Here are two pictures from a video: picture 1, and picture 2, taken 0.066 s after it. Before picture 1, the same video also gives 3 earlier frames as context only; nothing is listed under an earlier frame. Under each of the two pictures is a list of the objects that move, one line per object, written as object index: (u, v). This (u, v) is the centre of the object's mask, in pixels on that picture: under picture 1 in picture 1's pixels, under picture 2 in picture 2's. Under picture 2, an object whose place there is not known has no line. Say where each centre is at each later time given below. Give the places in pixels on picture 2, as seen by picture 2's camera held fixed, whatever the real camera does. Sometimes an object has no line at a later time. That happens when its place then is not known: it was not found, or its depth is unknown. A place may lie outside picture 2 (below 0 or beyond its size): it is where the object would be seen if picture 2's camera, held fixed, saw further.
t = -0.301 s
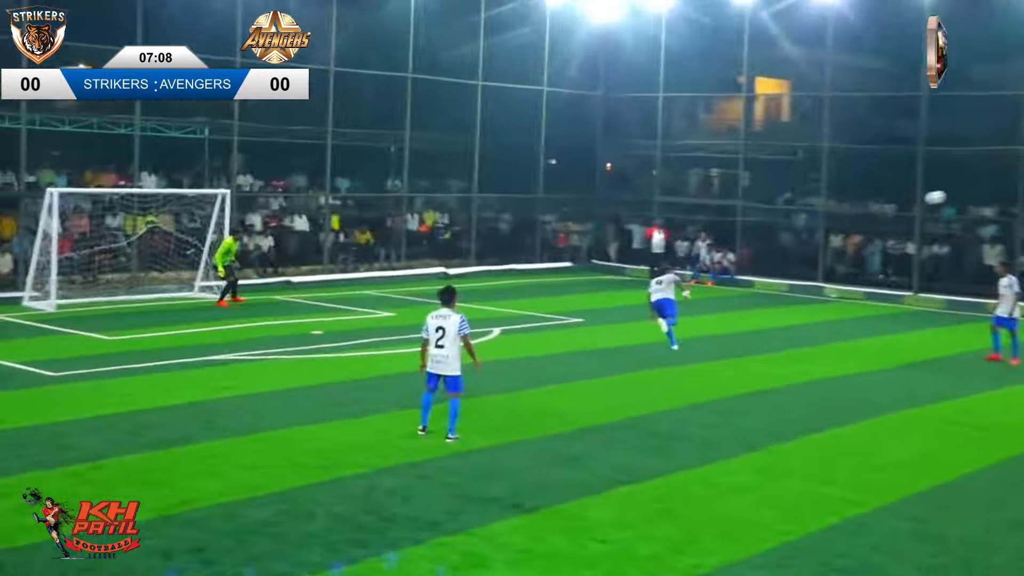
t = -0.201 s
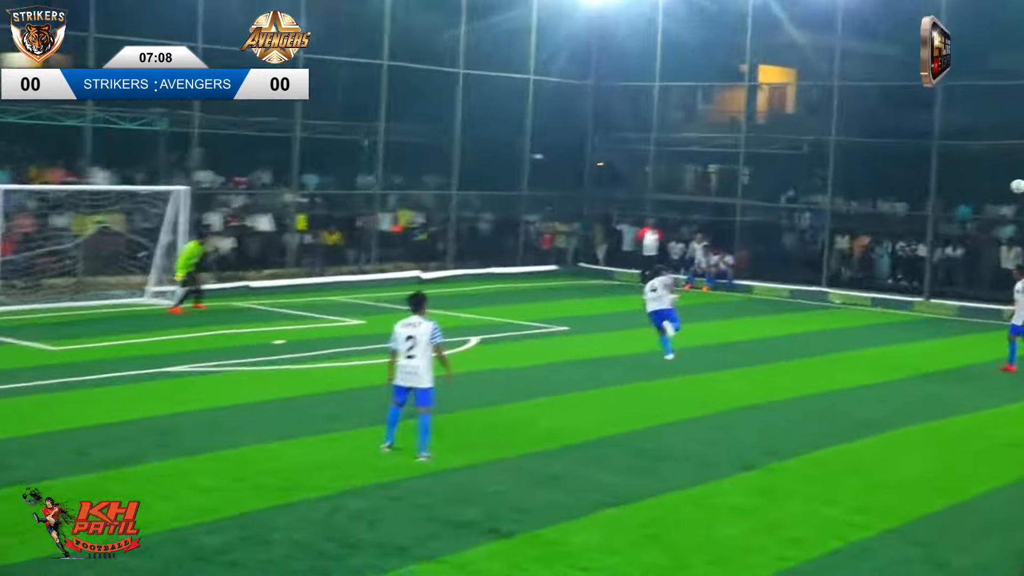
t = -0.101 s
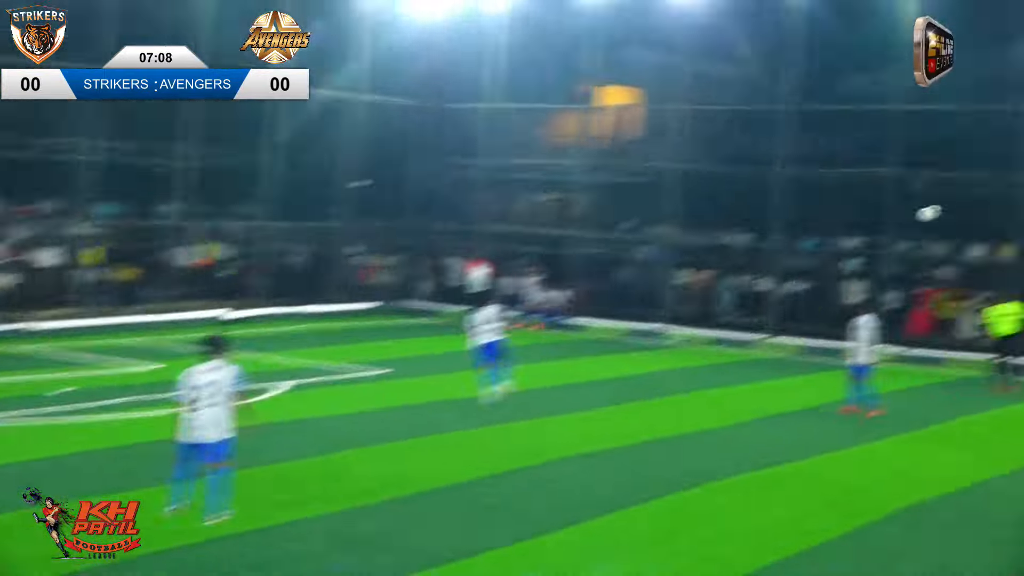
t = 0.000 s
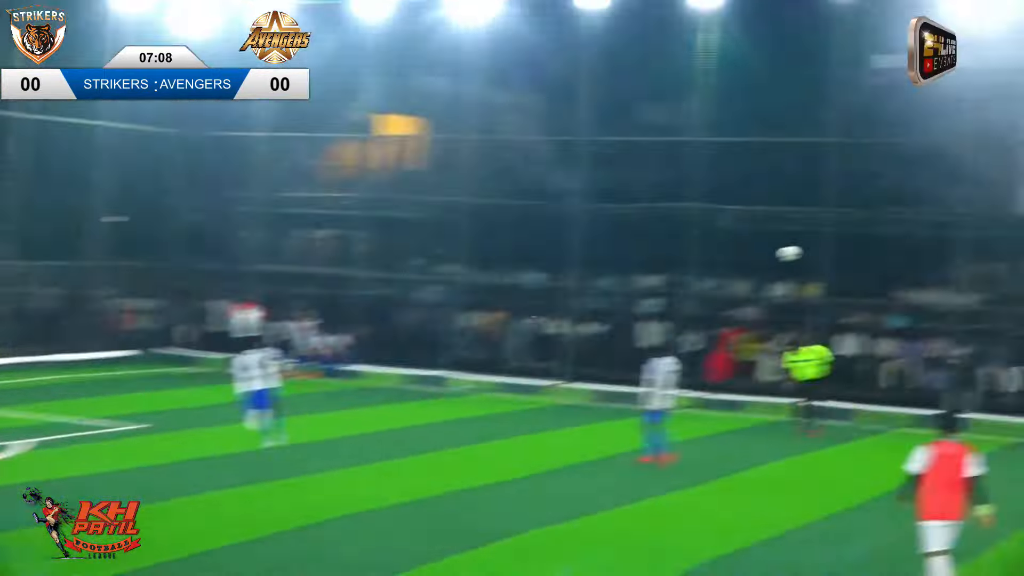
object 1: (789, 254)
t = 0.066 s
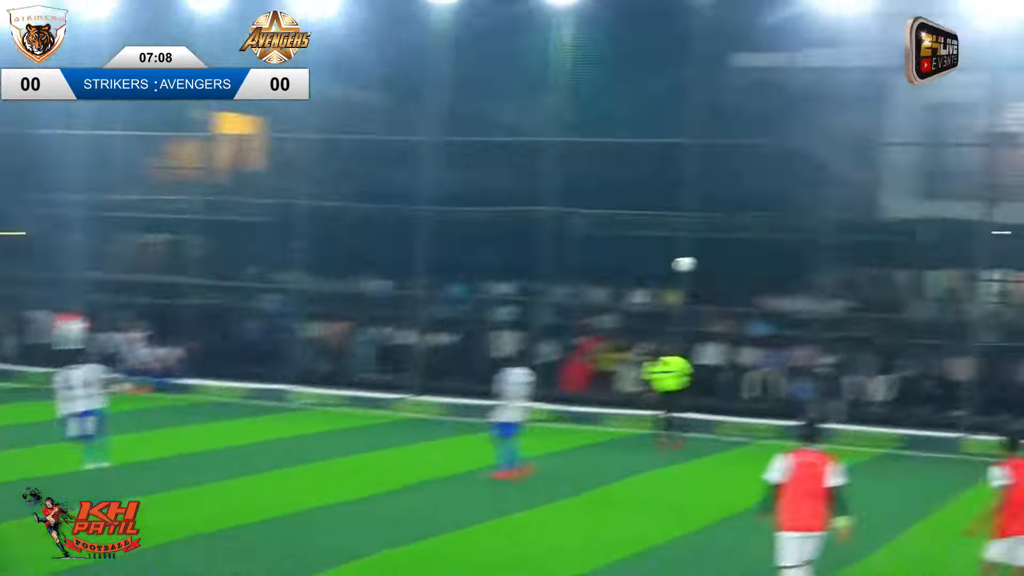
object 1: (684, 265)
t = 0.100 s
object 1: (702, 268)
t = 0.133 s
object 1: (717, 273)
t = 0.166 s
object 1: (732, 278)
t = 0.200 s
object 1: (748, 283)
